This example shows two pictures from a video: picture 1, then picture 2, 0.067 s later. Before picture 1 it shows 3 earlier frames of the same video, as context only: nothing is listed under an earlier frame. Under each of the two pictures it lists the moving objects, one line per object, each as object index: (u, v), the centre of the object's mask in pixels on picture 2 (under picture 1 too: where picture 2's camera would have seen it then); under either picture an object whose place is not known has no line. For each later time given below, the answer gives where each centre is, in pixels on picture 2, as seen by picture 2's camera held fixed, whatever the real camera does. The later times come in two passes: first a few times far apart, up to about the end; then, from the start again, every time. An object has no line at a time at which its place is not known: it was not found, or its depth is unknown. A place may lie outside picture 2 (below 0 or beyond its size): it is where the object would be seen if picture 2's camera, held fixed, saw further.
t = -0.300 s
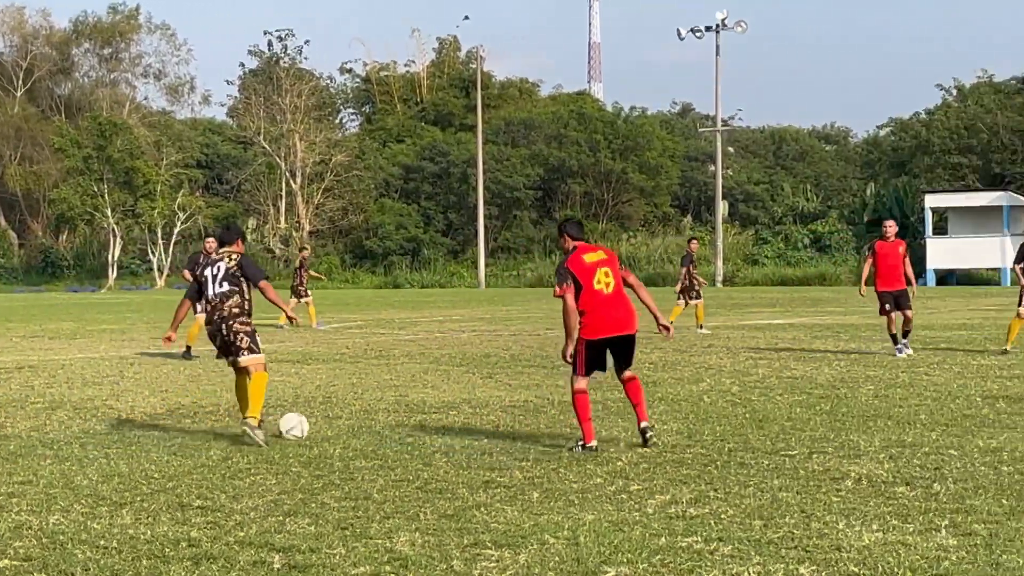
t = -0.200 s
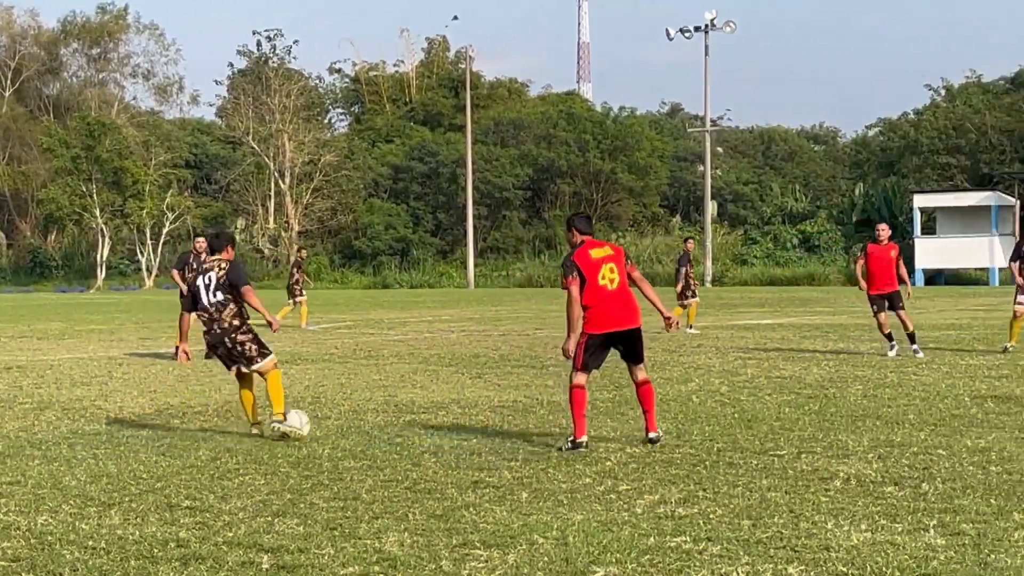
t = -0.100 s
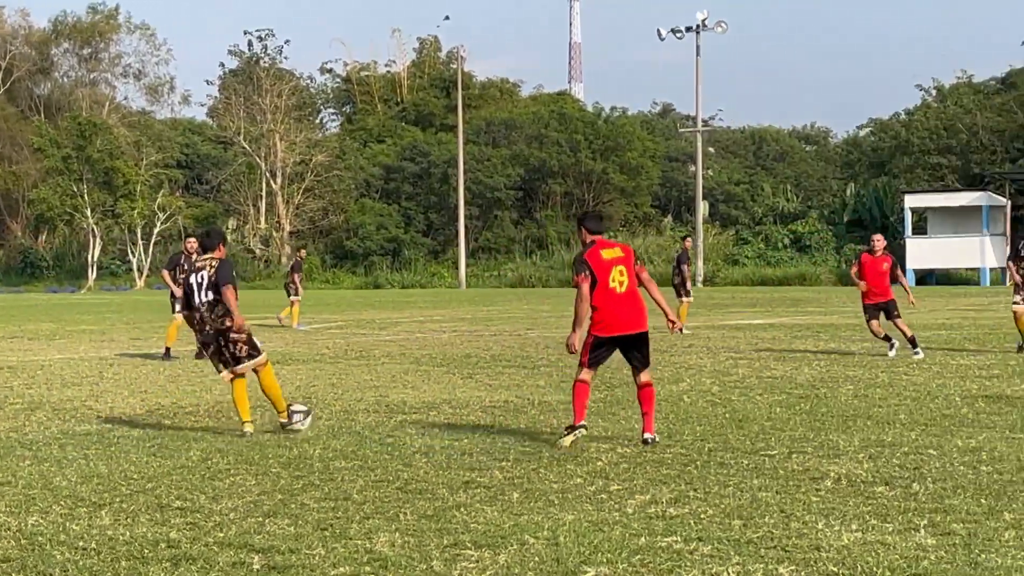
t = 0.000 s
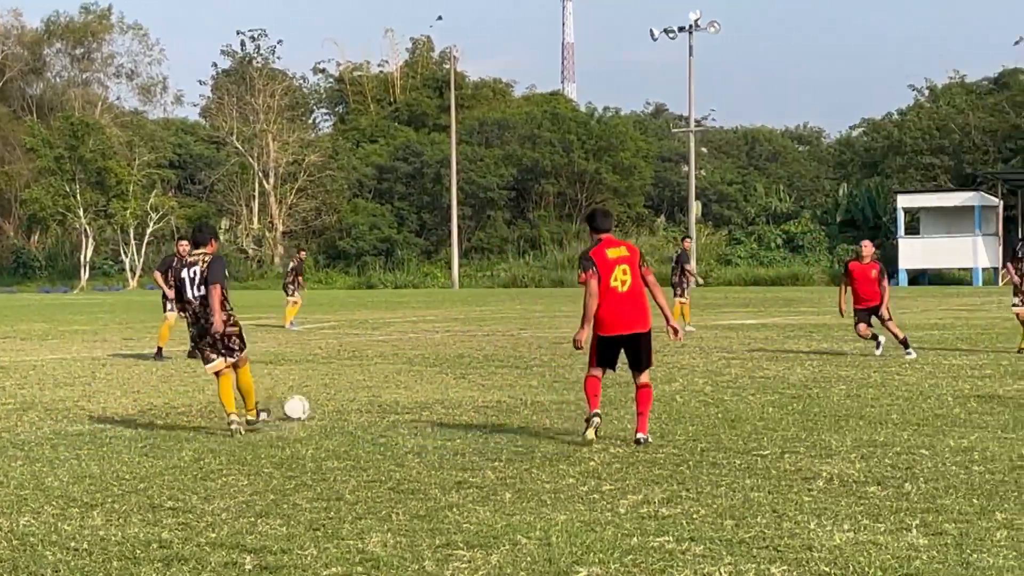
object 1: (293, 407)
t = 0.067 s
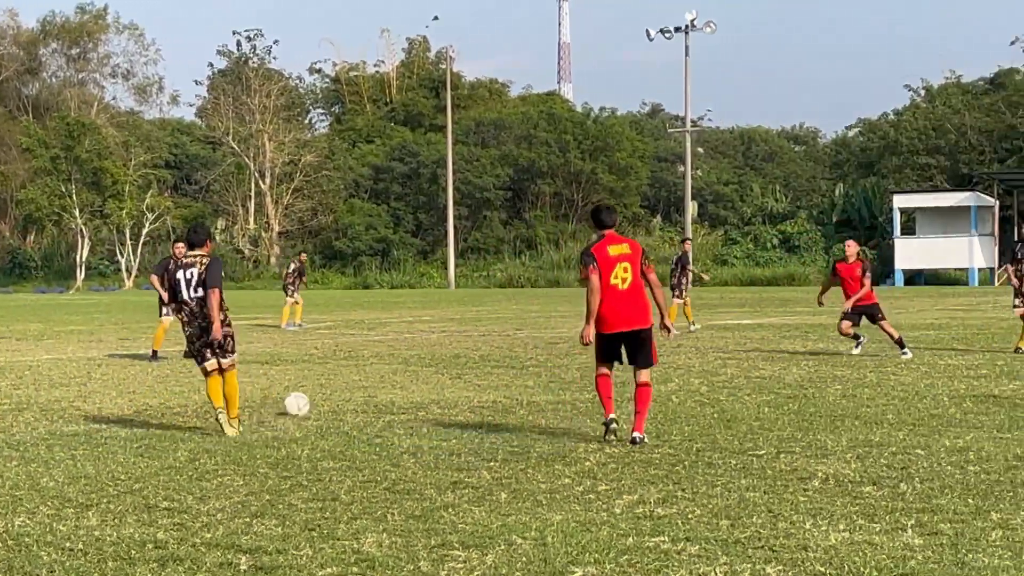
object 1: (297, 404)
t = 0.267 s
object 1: (307, 386)
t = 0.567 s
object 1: (312, 373)
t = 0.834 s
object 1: (321, 366)
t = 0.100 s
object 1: (298, 399)
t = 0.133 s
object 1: (300, 394)
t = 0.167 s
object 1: (302, 391)
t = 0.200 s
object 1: (303, 388)
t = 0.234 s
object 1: (305, 386)
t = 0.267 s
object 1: (307, 386)
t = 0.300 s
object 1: (307, 386)
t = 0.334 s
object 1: (308, 382)
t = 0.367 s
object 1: (309, 378)
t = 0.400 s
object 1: (309, 376)
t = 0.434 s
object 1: (310, 374)
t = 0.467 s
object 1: (310, 373)
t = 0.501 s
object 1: (311, 375)
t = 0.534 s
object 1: (311, 376)
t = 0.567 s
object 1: (312, 373)
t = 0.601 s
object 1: (314, 369)
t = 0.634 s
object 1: (315, 367)
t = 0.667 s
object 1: (316, 365)
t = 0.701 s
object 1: (317, 365)
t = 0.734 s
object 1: (318, 366)
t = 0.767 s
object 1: (320, 367)
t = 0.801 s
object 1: (320, 367)
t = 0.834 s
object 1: (321, 366)
